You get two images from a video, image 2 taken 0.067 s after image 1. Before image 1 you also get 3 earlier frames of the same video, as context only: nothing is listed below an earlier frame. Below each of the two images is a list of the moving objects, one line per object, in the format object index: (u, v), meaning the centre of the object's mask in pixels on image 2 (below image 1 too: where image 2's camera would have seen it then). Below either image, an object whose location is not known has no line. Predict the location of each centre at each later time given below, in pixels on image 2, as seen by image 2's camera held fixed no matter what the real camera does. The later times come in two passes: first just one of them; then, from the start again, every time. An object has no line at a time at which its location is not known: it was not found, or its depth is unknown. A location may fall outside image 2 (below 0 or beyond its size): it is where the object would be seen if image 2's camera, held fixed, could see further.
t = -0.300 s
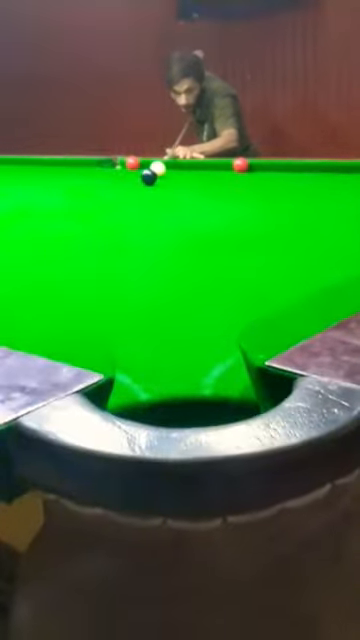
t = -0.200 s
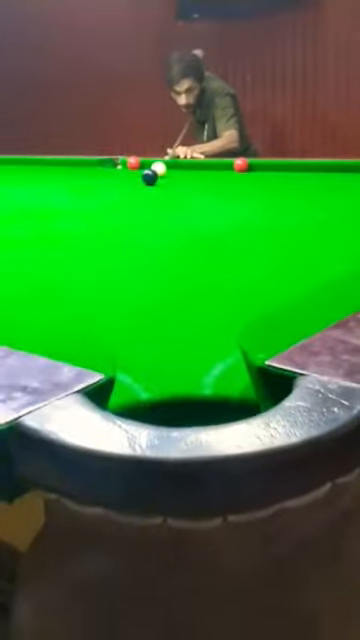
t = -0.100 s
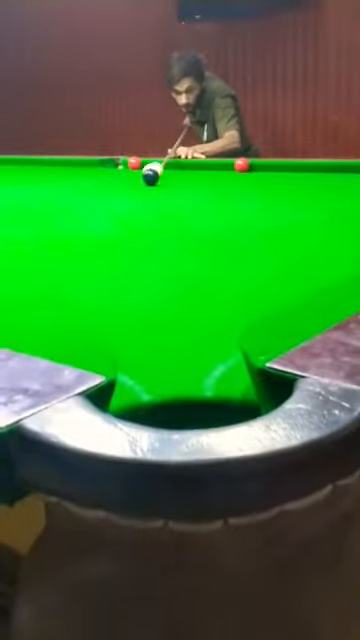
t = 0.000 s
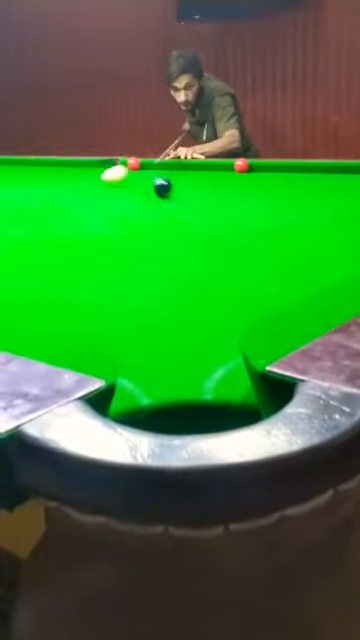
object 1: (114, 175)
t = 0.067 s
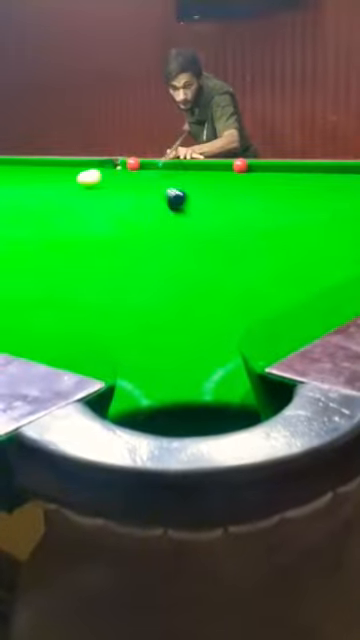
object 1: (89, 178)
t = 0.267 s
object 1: (25, 181)
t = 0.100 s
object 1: (78, 178)
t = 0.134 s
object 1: (67, 179)
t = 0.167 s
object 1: (56, 179)
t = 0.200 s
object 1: (46, 180)
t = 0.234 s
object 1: (35, 180)
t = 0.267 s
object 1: (25, 181)
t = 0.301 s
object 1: (16, 182)
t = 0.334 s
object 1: (10, 182)
